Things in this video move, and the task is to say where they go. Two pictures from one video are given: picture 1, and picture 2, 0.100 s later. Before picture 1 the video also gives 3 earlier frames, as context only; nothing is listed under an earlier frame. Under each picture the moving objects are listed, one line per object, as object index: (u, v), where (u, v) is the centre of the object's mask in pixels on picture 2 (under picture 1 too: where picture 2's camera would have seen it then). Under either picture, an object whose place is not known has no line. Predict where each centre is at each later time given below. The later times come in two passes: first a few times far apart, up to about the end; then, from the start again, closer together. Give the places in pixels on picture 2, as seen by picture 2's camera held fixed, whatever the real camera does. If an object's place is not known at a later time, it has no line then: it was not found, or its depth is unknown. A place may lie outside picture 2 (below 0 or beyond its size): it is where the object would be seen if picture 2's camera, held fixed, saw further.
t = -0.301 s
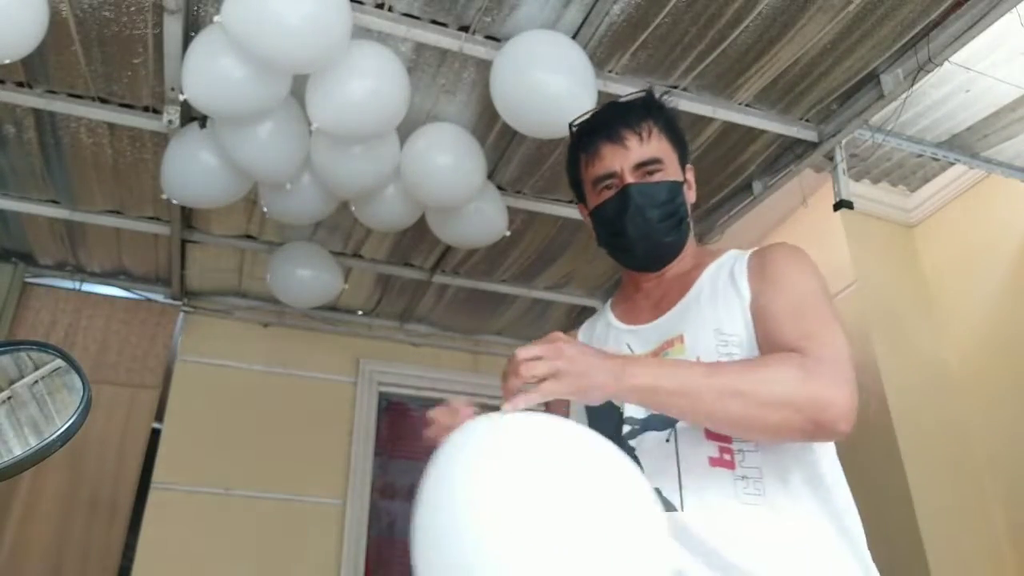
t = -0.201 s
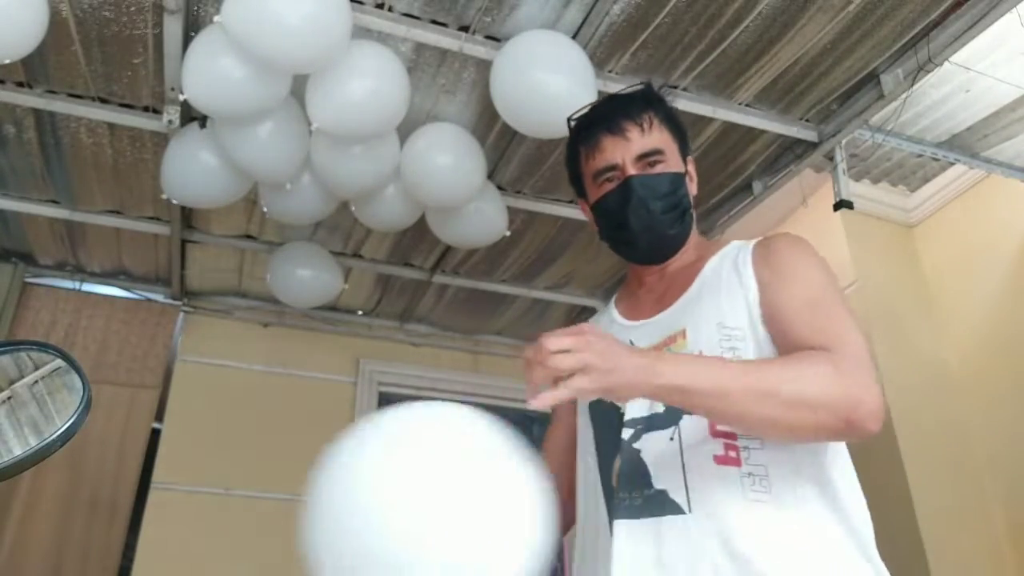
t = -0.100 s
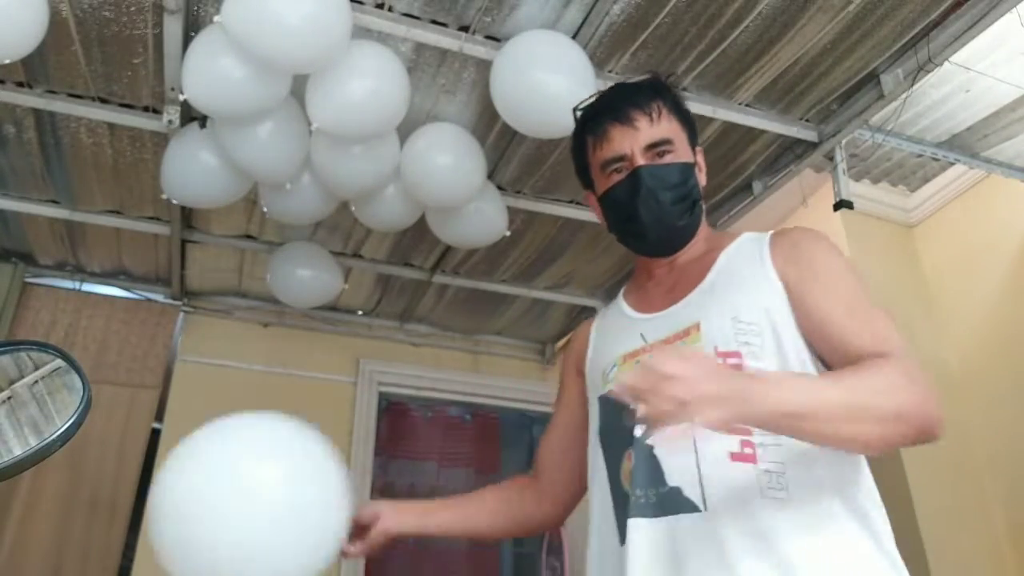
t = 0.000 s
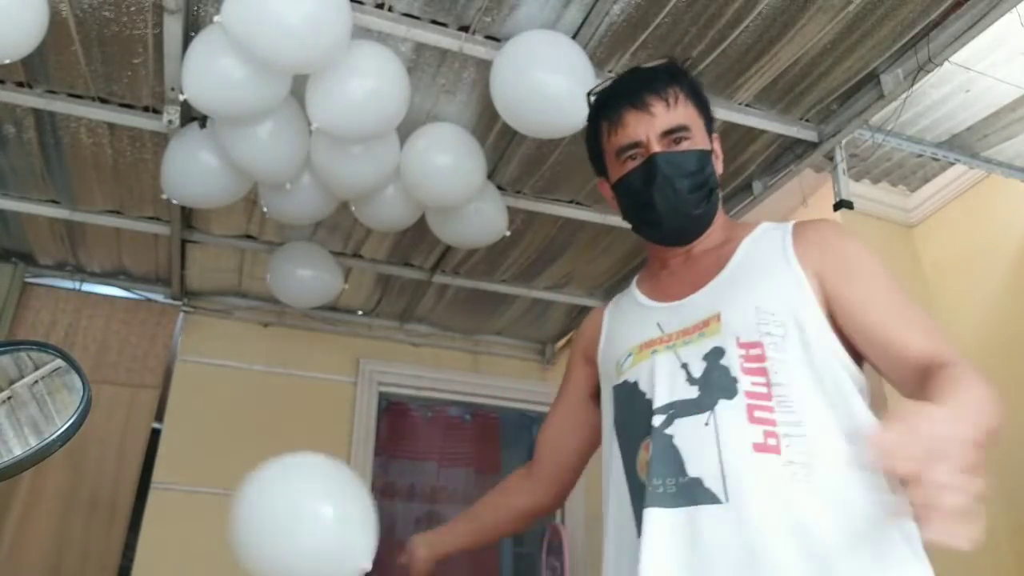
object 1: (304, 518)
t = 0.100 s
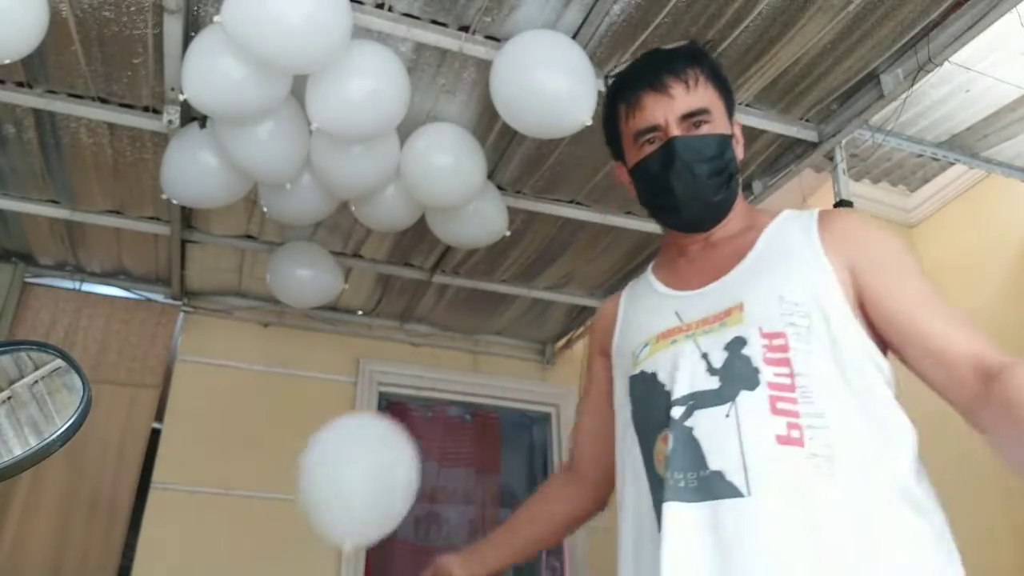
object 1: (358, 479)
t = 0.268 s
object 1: (415, 369)
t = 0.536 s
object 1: (461, 193)
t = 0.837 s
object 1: (461, 119)
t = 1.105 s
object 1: (458, 112)
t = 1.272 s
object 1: (458, 112)
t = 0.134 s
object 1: (372, 459)
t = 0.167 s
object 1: (385, 436)
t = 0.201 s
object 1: (396, 414)
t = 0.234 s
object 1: (406, 391)
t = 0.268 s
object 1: (415, 369)
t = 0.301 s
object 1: (421, 348)
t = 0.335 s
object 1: (427, 325)
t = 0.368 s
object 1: (434, 303)
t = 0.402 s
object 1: (439, 282)
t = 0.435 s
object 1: (446, 259)
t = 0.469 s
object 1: (452, 236)
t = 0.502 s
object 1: (457, 215)
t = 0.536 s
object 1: (461, 193)
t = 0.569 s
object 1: (458, 164)
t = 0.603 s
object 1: (462, 139)
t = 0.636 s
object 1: (457, 121)
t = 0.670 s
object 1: (453, 109)
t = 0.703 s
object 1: (453, 114)
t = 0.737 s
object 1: (455, 118)
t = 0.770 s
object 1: (456, 121)
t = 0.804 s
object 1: (459, 121)
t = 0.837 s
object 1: (461, 119)
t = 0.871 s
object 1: (461, 114)
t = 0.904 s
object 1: (461, 110)
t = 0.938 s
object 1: (460, 112)
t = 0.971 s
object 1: (459, 113)
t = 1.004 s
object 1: (458, 112)
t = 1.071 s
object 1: (458, 112)
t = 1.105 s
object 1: (458, 112)
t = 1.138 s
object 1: (458, 112)
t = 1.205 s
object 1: (458, 112)
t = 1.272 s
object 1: (458, 112)
